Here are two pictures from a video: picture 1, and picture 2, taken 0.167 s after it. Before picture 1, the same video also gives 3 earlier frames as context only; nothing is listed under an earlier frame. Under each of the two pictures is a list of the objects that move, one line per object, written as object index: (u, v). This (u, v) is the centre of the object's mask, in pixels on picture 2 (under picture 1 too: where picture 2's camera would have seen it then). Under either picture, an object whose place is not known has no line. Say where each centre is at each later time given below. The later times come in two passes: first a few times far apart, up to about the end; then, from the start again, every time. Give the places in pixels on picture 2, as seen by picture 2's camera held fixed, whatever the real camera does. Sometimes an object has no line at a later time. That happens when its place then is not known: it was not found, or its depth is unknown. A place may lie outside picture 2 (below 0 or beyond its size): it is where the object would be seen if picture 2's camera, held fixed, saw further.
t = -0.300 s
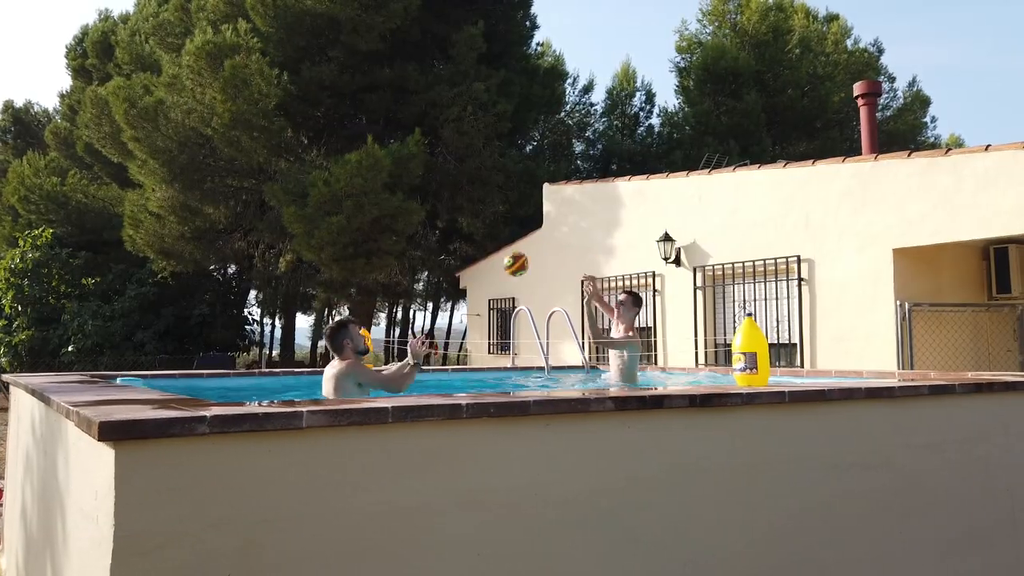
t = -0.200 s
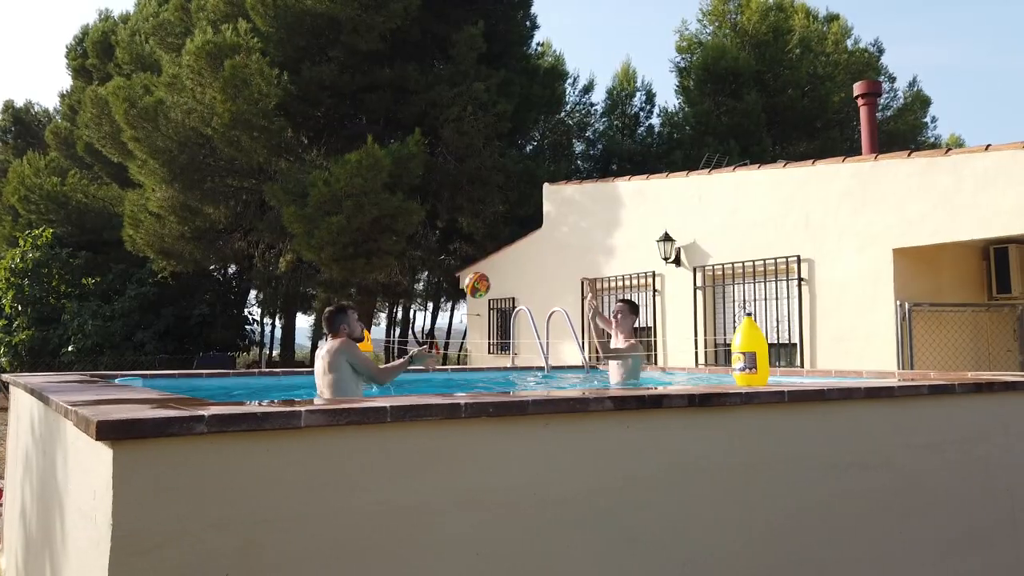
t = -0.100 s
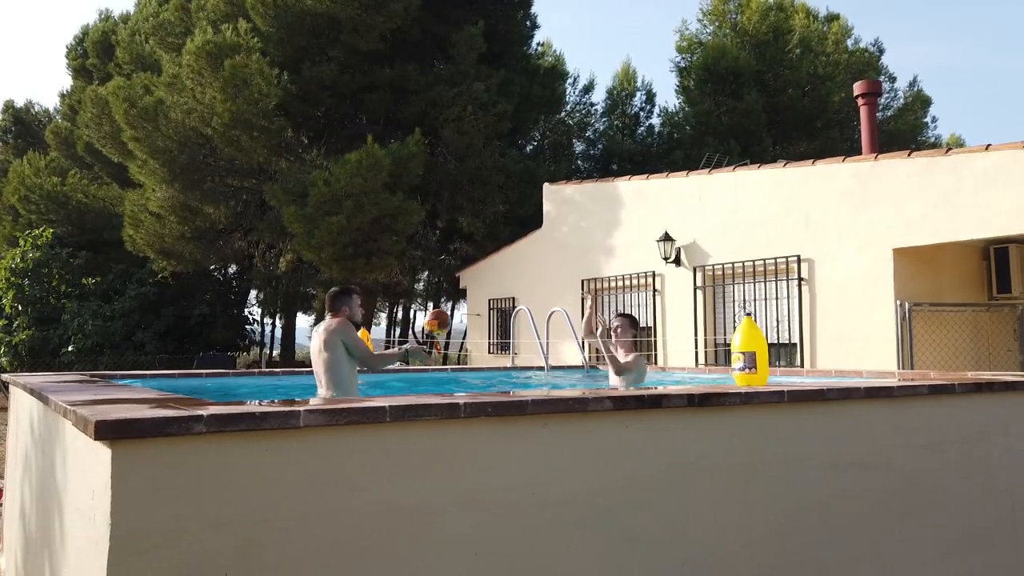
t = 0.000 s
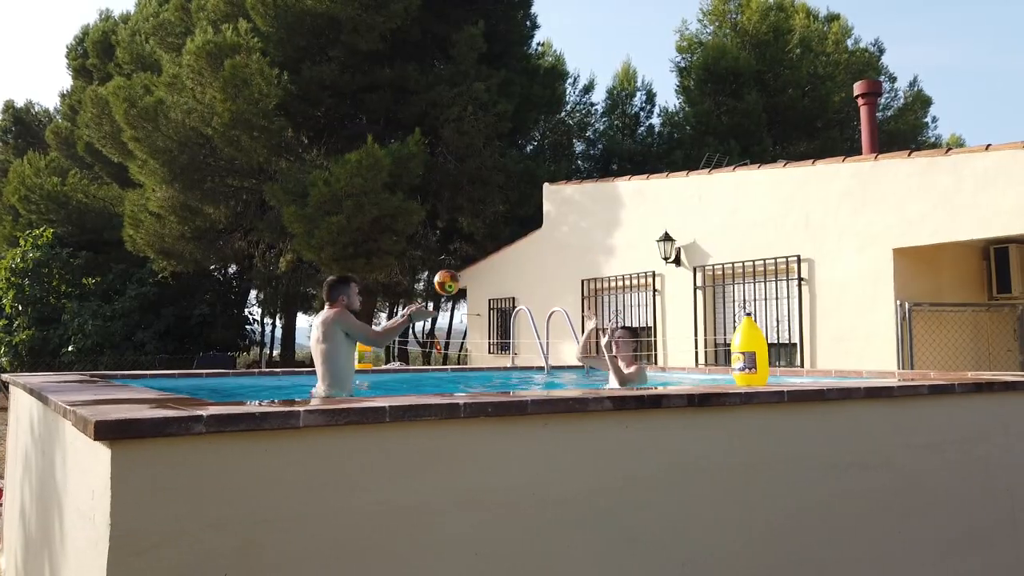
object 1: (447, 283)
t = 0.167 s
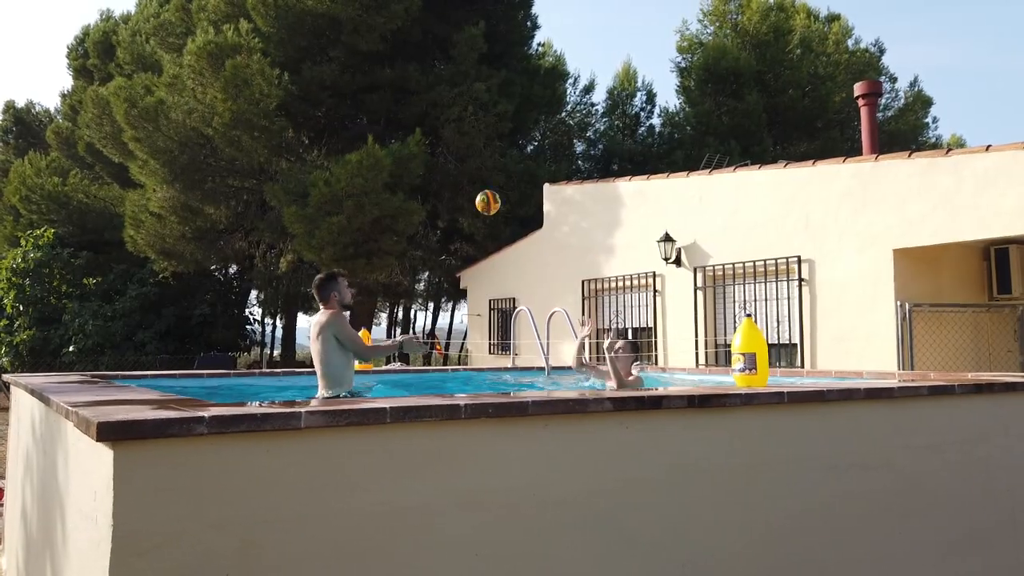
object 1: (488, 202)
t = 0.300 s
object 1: (516, 171)
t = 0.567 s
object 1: (563, 182)
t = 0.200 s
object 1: (495, 192)
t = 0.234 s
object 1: (502, 183)
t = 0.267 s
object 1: (509, 176)
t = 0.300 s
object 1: (516, 171)
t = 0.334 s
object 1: (522, 167)
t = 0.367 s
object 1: (528, 165)
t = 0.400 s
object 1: (535, 165)
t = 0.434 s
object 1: (541, 166)
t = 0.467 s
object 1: (547, 168)
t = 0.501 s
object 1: (552, 172)
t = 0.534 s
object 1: (558, 176)
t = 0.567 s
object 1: (563, 182)
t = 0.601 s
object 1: (569, 189)
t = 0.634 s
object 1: (574, 198)
